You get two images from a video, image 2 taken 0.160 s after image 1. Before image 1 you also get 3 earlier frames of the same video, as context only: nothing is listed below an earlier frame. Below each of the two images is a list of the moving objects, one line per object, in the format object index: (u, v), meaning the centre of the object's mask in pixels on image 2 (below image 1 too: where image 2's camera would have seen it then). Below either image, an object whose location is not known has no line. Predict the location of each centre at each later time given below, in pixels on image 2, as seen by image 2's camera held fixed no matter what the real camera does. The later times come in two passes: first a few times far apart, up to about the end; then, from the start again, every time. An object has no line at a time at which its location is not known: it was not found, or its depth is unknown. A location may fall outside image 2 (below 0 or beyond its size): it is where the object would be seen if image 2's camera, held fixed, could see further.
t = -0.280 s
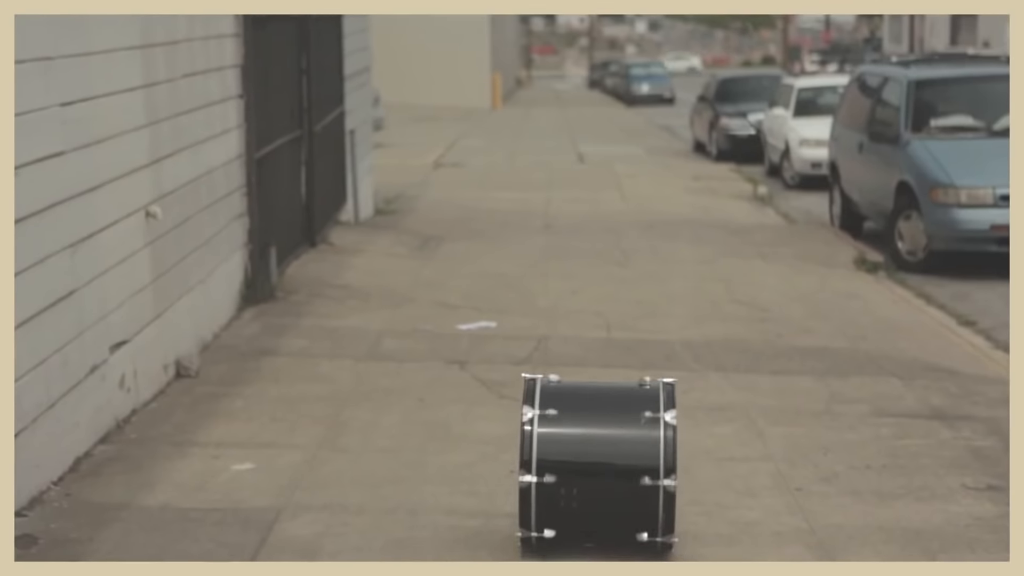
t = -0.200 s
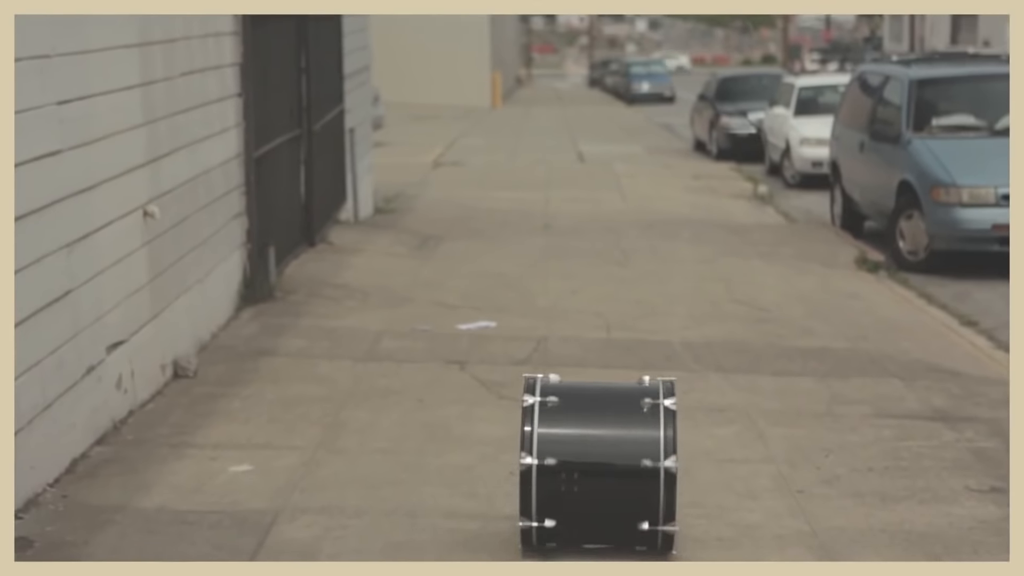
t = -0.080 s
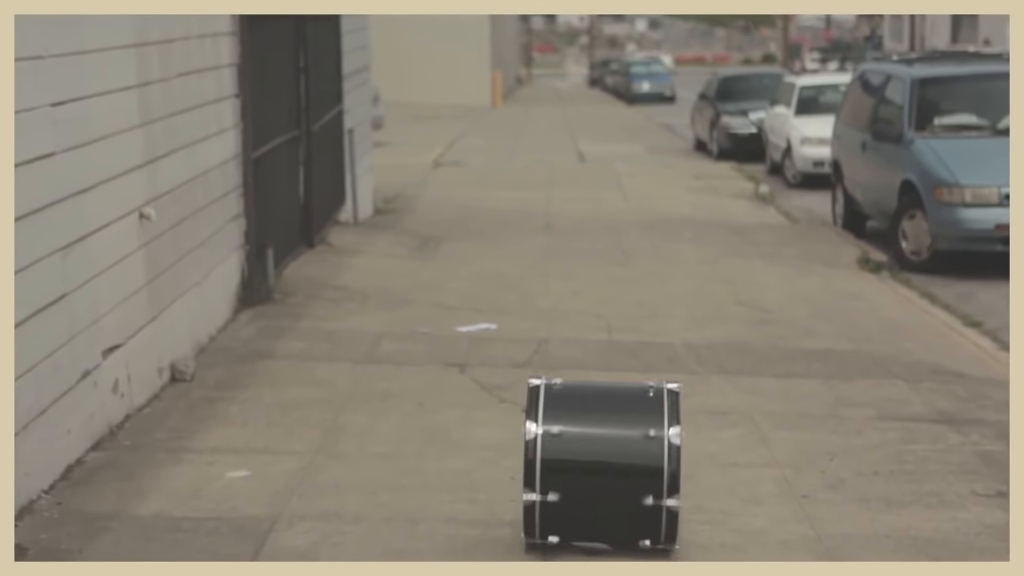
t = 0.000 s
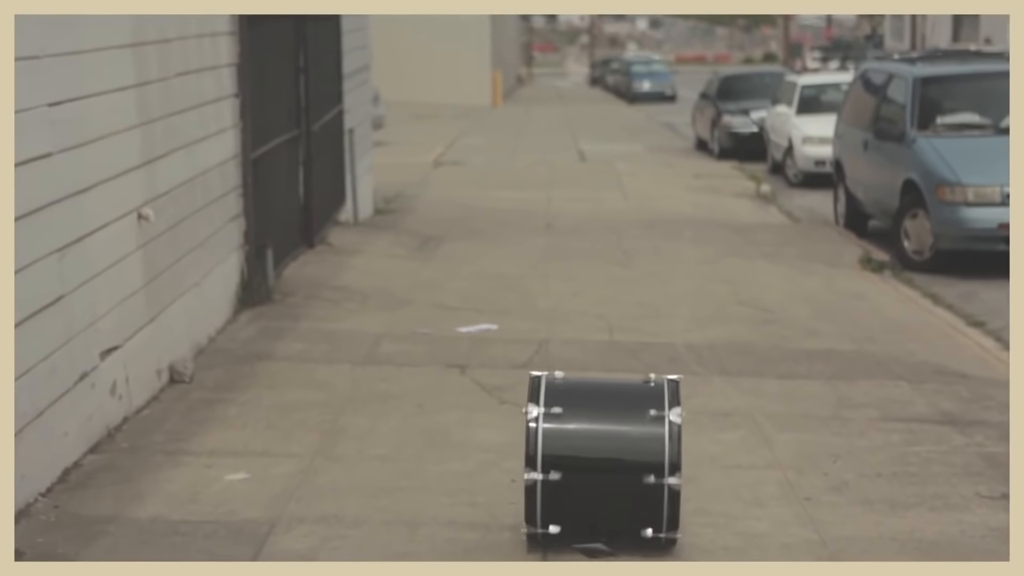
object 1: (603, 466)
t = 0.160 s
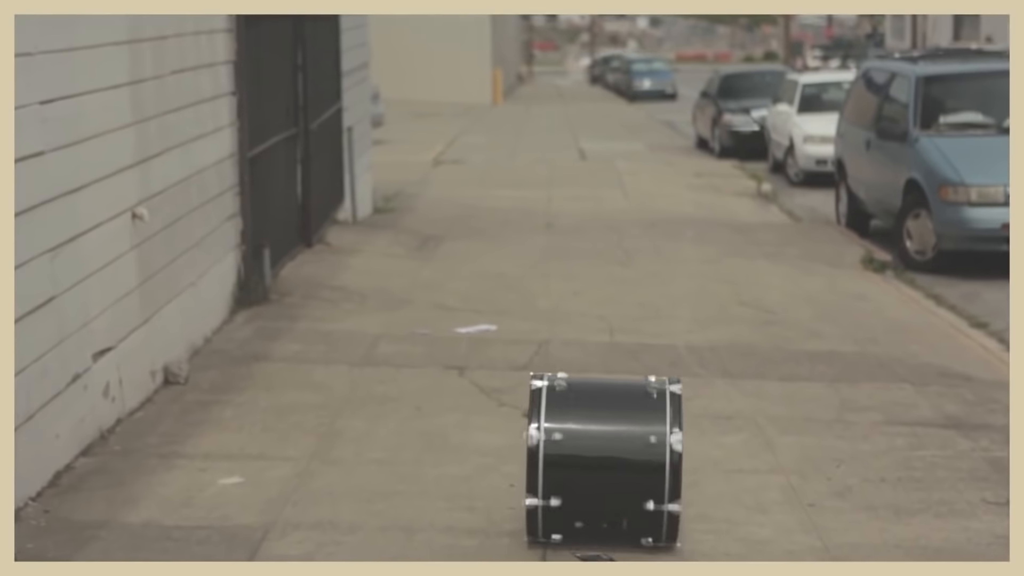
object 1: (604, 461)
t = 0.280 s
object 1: (605, 452)
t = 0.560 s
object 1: (603, 436)
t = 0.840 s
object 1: (604, 423)
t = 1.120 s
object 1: (604, 410)
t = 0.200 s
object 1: (604, 458)
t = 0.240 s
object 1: (605, 454)
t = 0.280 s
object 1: (605, 452)
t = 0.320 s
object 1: (605, 450)
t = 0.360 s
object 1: (605, 449)
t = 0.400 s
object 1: (605, 447)
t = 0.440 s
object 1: (605, 445)
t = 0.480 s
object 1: (604, 442)
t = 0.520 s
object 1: (603, 438)
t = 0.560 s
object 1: (603, 436)
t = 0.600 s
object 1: (603, 435)
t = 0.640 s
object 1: (603, 434)
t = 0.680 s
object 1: (604, 433)
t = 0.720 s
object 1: (604, 431)
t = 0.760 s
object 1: (604, 428)
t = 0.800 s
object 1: (603, 424)
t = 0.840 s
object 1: (604, 423)
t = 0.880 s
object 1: (604, 421)
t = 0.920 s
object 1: (604, 420)
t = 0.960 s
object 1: (604, 419)
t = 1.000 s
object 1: (604, 418)
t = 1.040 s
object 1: (604, 415)
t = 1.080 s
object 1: (604, 412)
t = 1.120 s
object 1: (604, 410)
